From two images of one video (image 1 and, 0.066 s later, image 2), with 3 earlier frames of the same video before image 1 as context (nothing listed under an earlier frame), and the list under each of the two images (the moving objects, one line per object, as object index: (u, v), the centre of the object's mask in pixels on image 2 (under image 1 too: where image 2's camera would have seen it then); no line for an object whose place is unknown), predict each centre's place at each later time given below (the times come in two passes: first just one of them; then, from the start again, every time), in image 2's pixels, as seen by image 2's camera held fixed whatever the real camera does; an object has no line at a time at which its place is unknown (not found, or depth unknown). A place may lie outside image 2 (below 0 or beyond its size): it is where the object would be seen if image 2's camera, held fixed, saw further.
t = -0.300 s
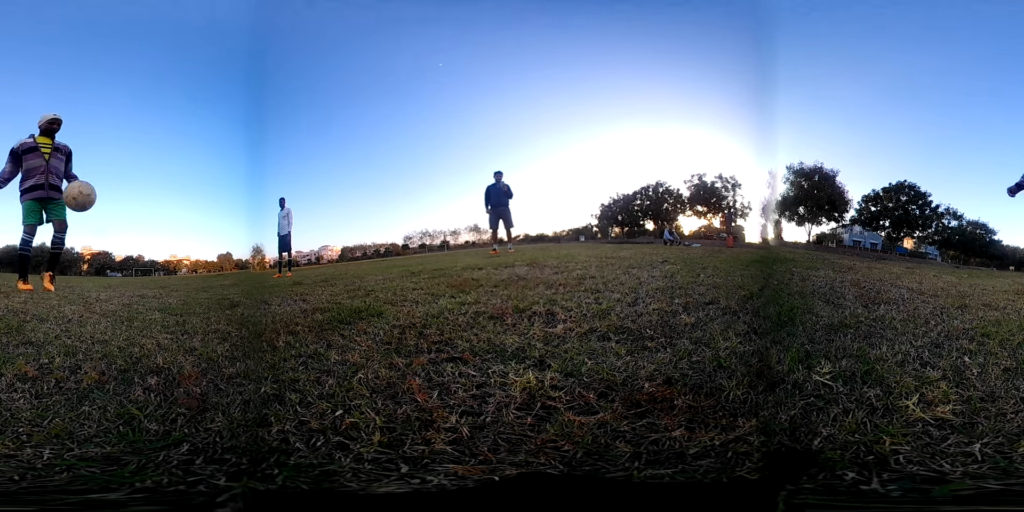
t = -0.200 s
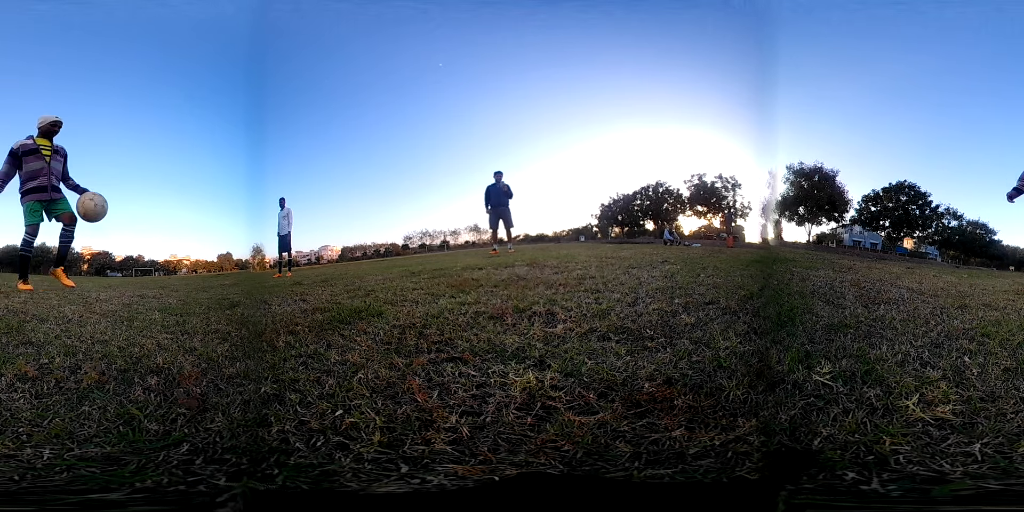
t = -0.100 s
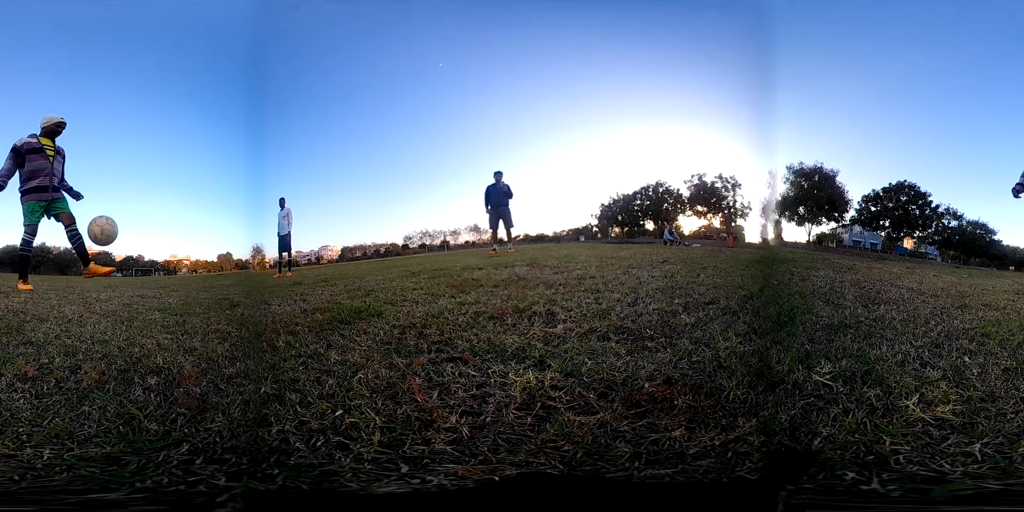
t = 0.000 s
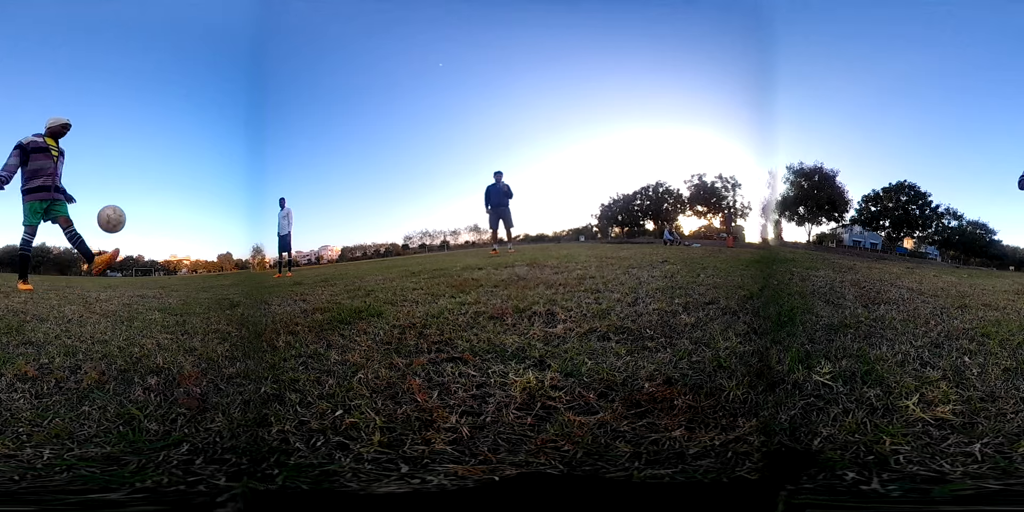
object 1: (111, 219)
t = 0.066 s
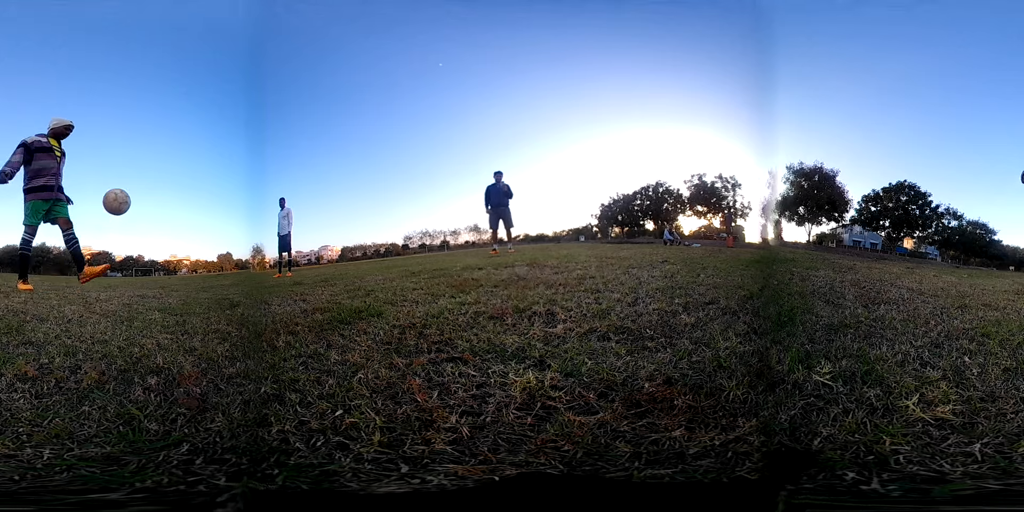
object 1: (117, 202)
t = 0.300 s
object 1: (131, 185)
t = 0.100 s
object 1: (119, 196)
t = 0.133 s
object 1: (121, 191)
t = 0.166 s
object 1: (124, 187)
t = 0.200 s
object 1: (126, 185)
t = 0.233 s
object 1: (128, 184)
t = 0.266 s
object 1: (130, 184)
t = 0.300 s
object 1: (131, 185)
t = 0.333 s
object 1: (133, 187)
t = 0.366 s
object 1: (135, 190)
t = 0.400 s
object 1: (137, 195)
